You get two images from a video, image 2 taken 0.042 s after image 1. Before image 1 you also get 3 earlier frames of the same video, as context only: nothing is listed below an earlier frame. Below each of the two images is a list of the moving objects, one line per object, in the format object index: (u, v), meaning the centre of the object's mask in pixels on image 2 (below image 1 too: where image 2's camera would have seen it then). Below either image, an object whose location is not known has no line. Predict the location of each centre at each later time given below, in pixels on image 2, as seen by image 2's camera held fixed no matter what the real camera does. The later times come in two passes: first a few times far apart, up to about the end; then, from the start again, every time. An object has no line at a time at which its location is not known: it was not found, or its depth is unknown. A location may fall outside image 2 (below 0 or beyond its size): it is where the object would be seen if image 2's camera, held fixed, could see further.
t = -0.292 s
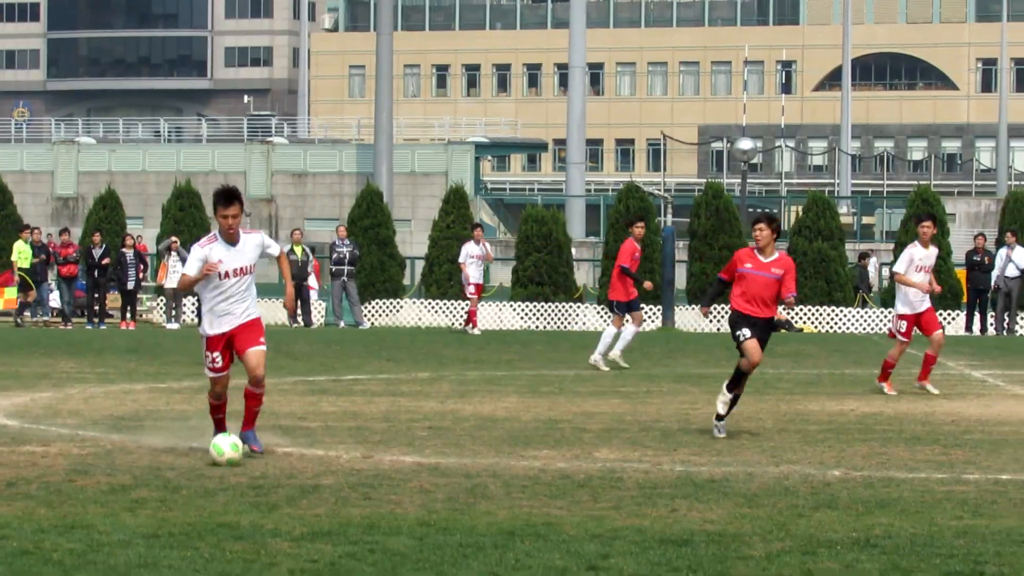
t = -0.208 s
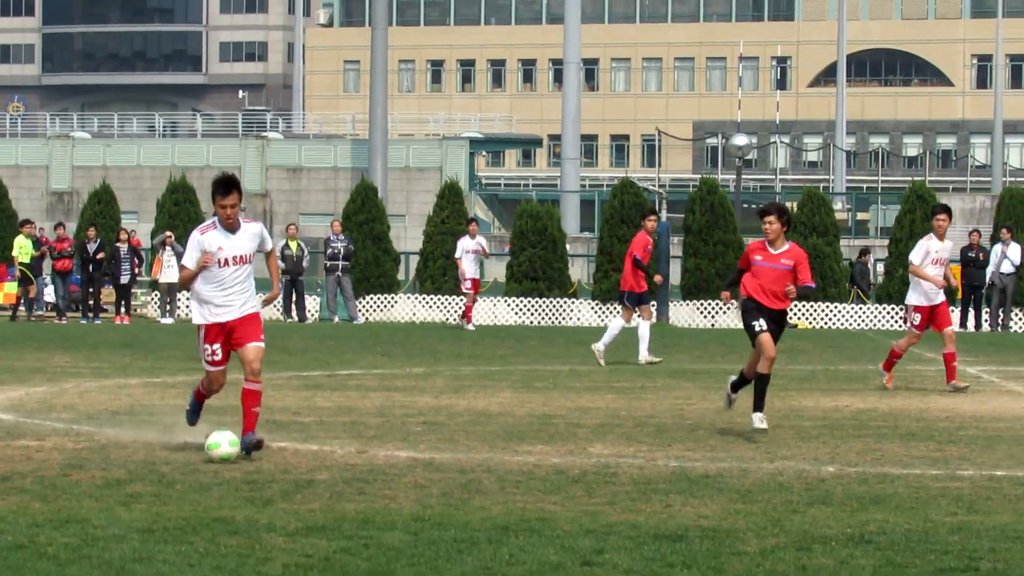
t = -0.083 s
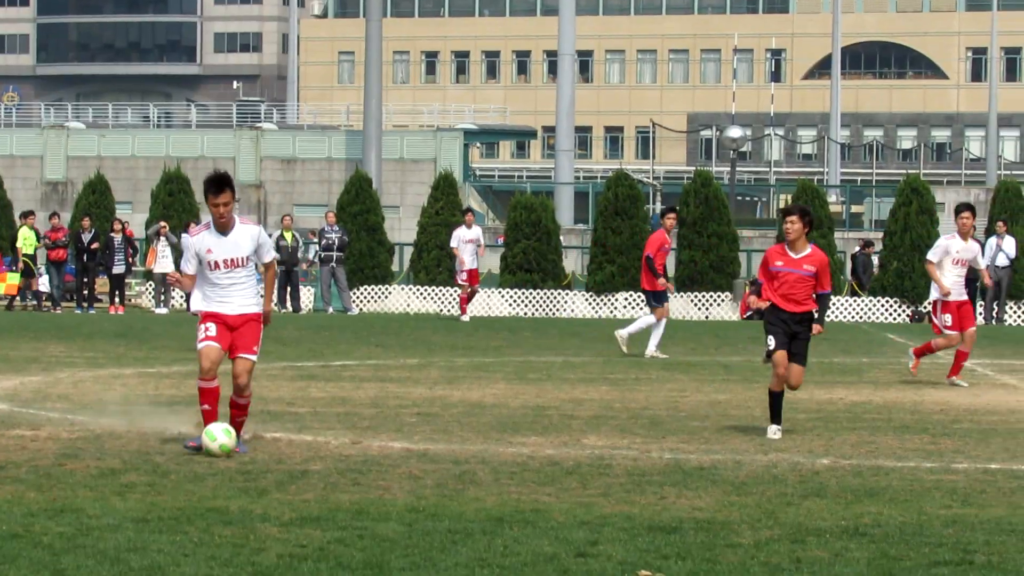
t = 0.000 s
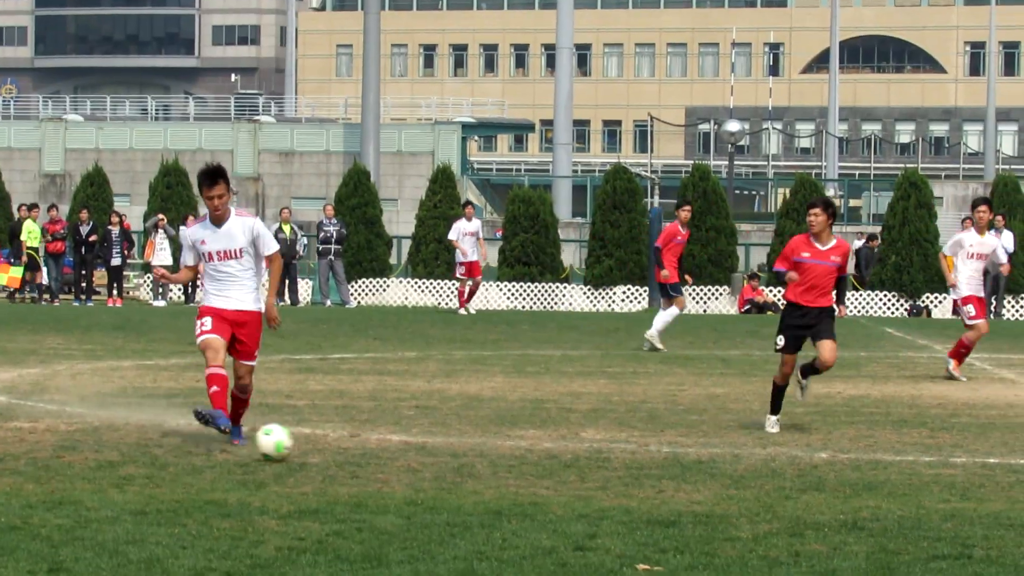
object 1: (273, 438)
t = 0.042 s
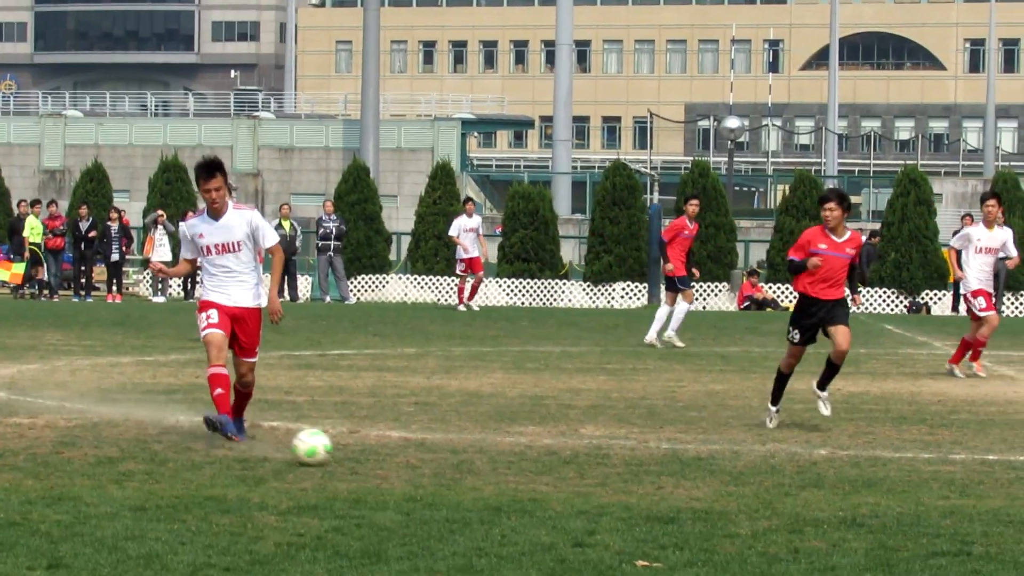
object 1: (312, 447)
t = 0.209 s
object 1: (479, 478)
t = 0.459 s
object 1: (763, 519)
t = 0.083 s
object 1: (351, 454)
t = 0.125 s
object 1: (391, 459)
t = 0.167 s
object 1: (435, 469)
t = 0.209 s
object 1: (479, 478)
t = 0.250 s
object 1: (522, 479)
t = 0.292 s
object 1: (567, 482)
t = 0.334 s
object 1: (615, 492)
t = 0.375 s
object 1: (665, 507)
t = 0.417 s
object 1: (715, 518)
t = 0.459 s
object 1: (763, 519)
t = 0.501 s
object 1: (813, 525)
